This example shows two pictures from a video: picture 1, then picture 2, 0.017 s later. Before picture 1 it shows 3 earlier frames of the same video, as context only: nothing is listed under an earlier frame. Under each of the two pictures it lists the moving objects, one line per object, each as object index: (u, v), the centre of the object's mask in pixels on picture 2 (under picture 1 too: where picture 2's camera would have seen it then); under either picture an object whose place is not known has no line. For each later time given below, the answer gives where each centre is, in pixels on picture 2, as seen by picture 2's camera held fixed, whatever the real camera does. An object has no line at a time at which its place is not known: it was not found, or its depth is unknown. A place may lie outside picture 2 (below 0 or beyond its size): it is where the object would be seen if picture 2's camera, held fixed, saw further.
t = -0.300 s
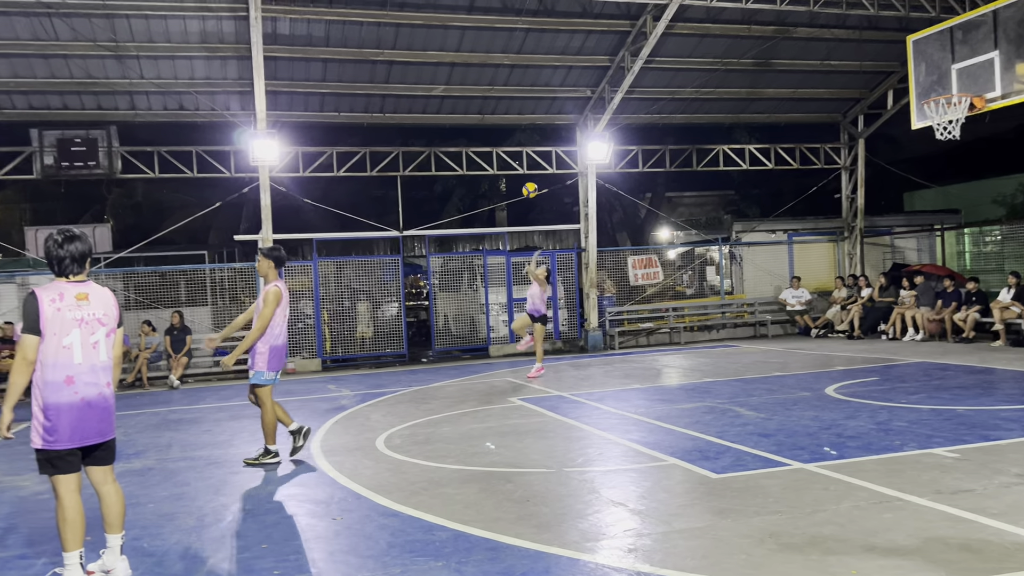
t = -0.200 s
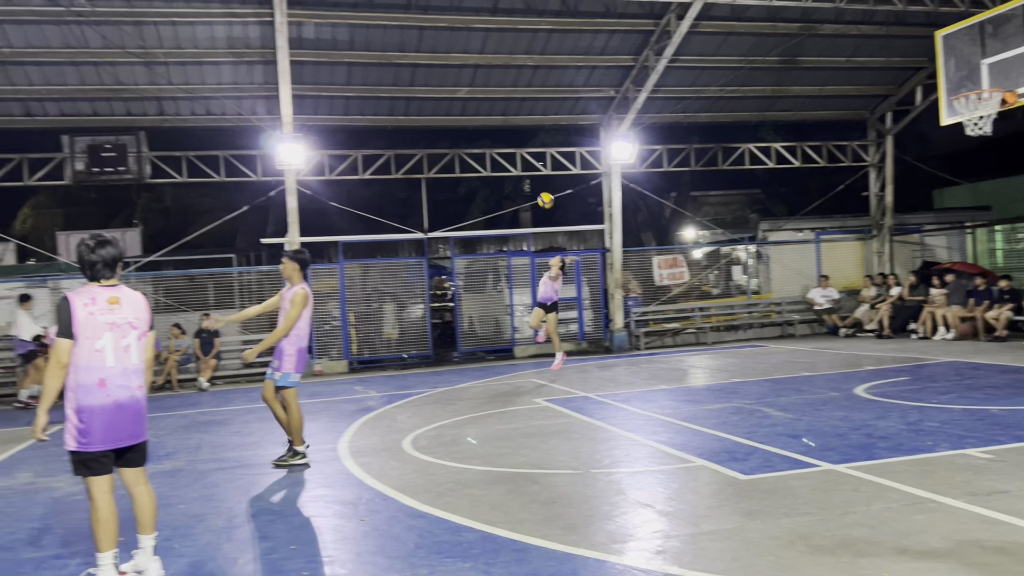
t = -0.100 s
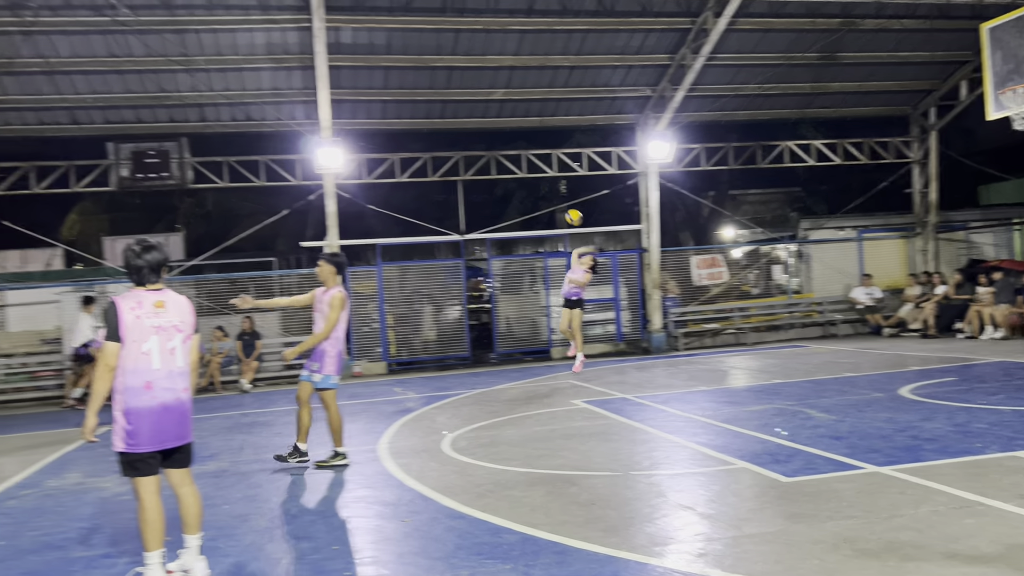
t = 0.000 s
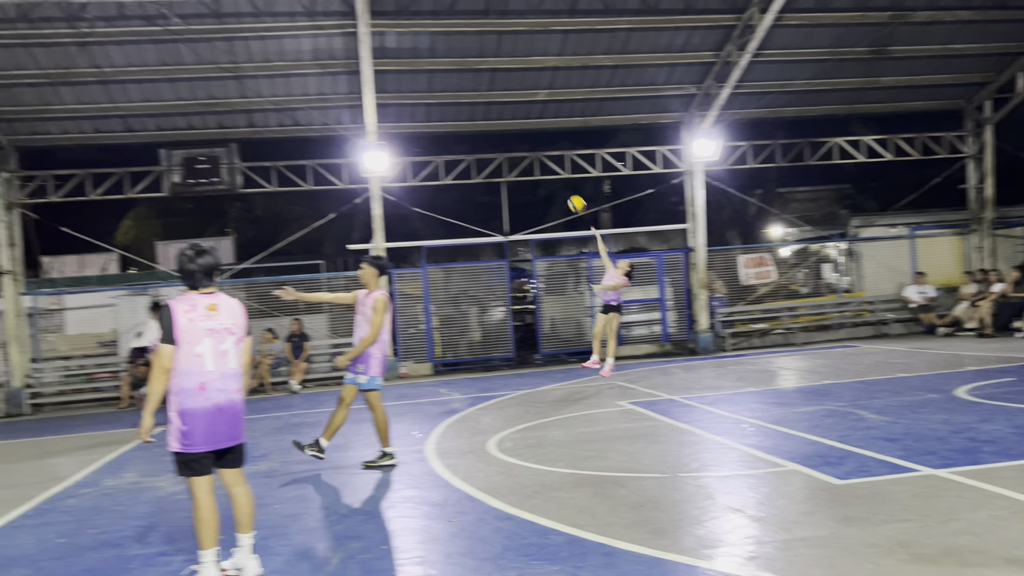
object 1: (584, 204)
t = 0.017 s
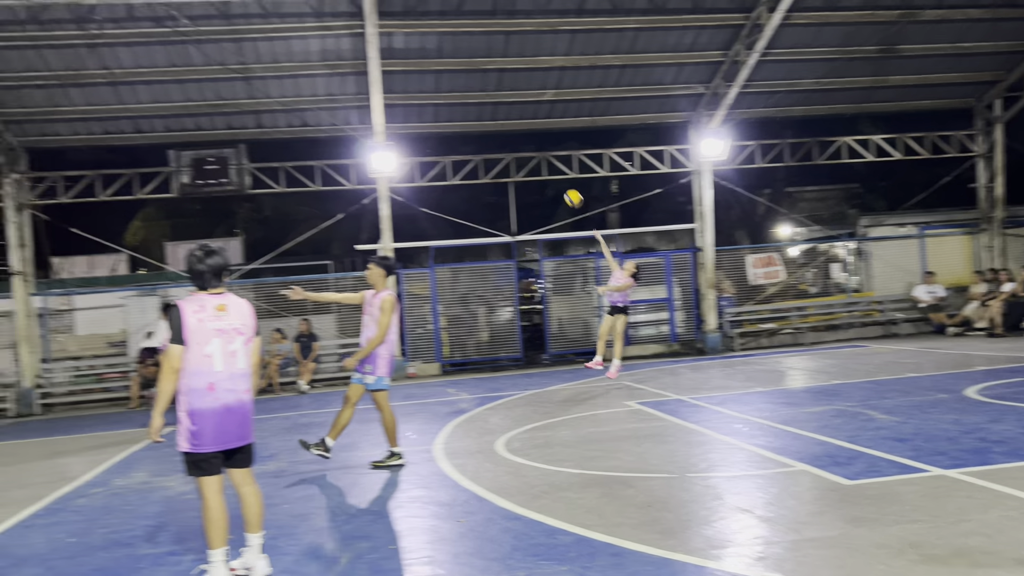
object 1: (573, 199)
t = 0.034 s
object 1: (563, 193)
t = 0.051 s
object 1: (552, 187)
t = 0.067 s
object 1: (542, 182)
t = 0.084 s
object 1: (531, 177)
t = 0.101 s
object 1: (520, 171)
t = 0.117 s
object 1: (508, 166)
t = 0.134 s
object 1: (497, 161)
